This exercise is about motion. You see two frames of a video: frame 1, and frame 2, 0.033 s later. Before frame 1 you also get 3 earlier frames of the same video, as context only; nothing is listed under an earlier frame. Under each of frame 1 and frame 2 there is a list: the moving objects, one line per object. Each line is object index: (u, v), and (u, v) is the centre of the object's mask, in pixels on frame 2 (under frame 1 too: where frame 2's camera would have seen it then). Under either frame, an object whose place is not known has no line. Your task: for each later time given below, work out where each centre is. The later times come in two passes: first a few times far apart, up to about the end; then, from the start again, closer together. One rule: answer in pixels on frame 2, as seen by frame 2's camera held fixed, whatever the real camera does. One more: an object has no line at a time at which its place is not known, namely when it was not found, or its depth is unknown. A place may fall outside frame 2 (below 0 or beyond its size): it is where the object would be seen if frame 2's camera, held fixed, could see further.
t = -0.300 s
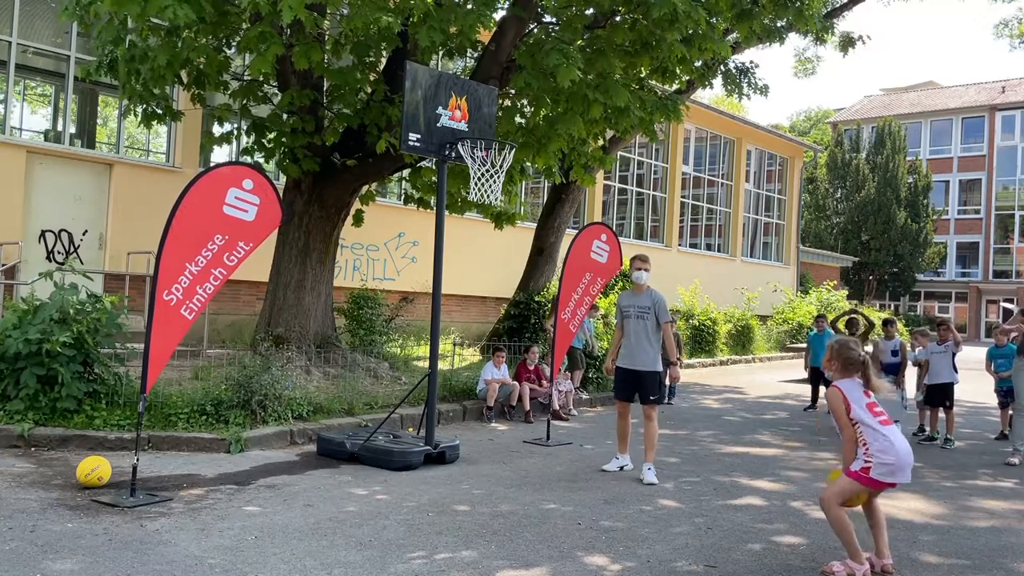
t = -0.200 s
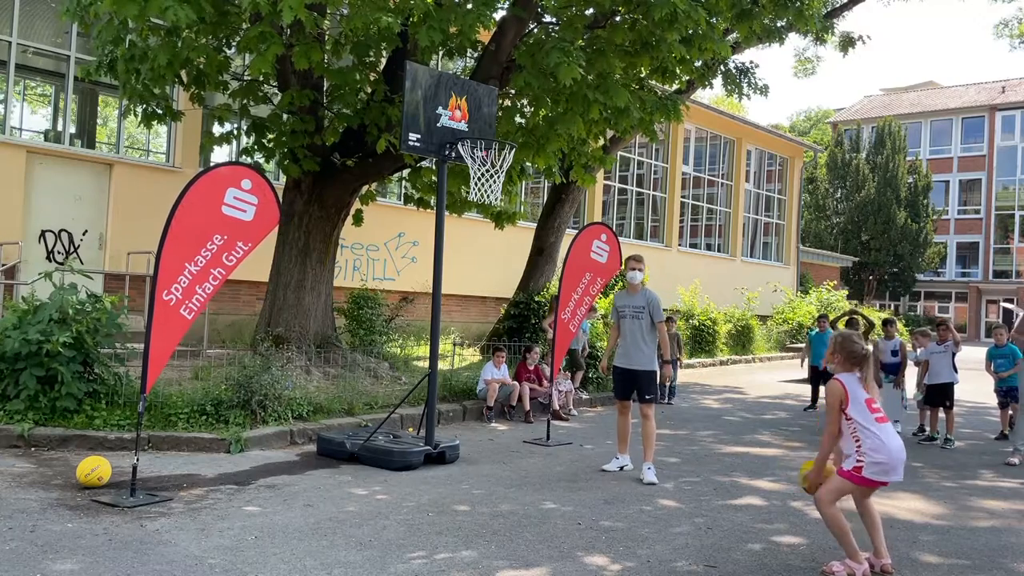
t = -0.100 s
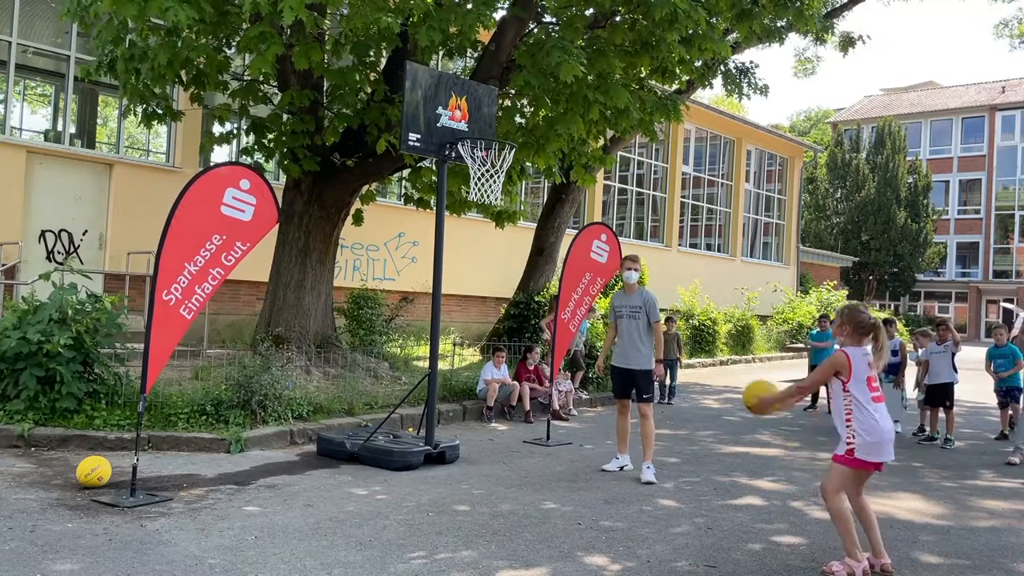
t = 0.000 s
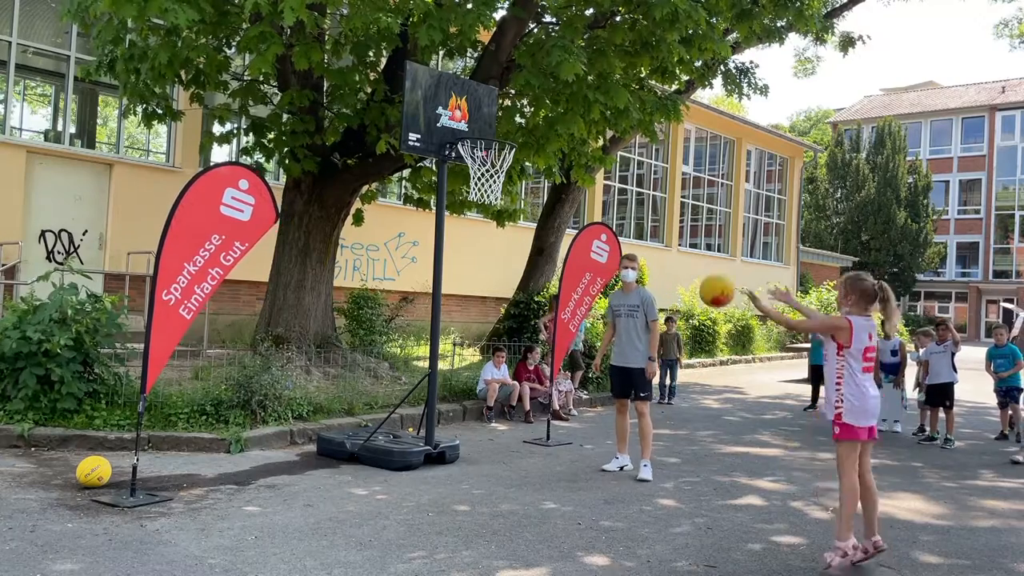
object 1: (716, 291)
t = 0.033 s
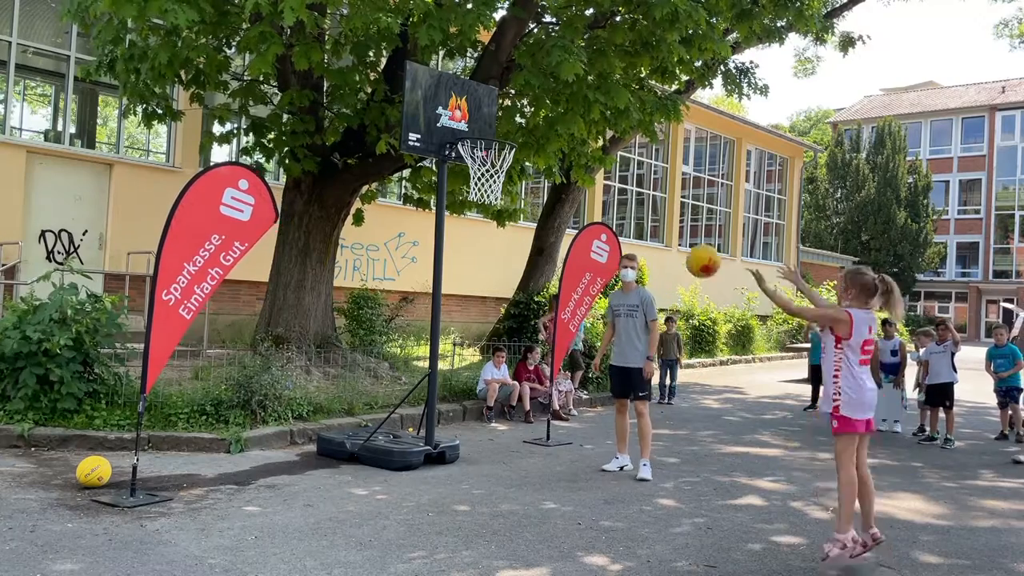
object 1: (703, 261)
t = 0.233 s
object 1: (629, 136)
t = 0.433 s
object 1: (566, 86)
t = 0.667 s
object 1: (502, 99)
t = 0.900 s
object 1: (490, 122)
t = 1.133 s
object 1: (549, 137)
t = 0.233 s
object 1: (629, 136)
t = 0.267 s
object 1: (617, 124)
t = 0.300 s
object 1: (607, 113)
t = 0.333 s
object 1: (596, 103)
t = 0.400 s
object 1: (576, 90)
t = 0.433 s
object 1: (566, 86)
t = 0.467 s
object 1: (556, 83)
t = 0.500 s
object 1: (547, 82)
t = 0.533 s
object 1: (537, 83)
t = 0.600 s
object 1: (520, 88)
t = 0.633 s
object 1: (511, 93)
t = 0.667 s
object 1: (502, 99)
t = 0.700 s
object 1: (494, 106)
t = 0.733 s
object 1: (486, 115)
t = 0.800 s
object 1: (470, 132)
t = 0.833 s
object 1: (473, 128)
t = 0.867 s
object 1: (482, 125)
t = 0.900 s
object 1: (490, 122)
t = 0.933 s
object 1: (499, 120)
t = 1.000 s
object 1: (515, 121)
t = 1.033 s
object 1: (524, 122)
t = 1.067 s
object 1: (532, 126)
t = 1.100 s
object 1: (541, 130)
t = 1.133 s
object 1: (549, 137)
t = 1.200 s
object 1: (566, 153)
